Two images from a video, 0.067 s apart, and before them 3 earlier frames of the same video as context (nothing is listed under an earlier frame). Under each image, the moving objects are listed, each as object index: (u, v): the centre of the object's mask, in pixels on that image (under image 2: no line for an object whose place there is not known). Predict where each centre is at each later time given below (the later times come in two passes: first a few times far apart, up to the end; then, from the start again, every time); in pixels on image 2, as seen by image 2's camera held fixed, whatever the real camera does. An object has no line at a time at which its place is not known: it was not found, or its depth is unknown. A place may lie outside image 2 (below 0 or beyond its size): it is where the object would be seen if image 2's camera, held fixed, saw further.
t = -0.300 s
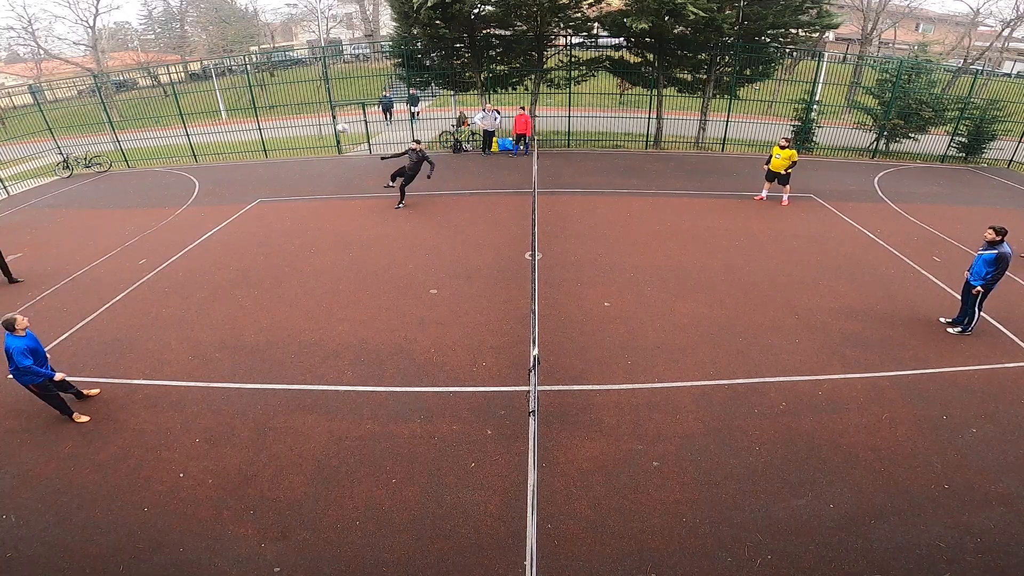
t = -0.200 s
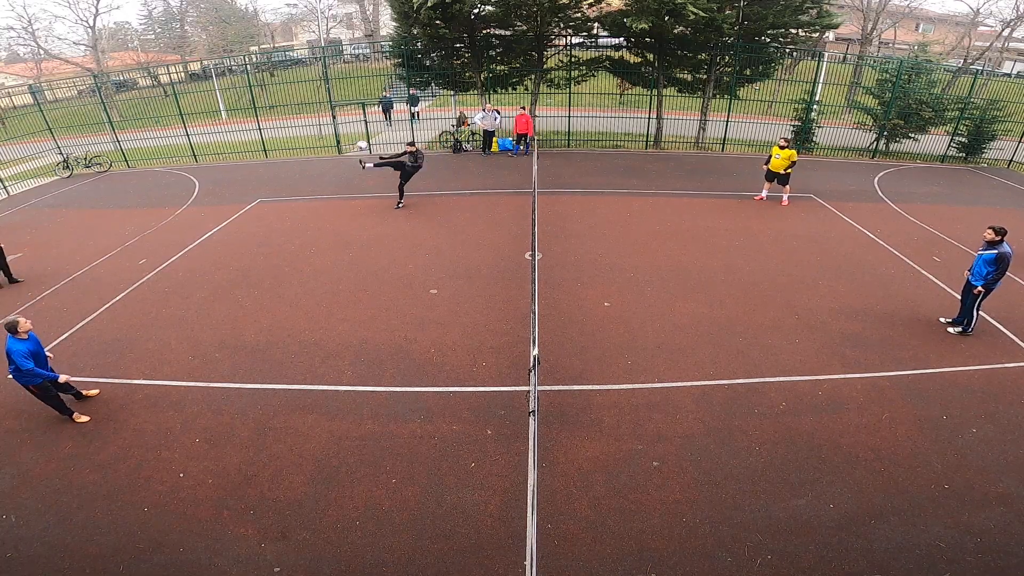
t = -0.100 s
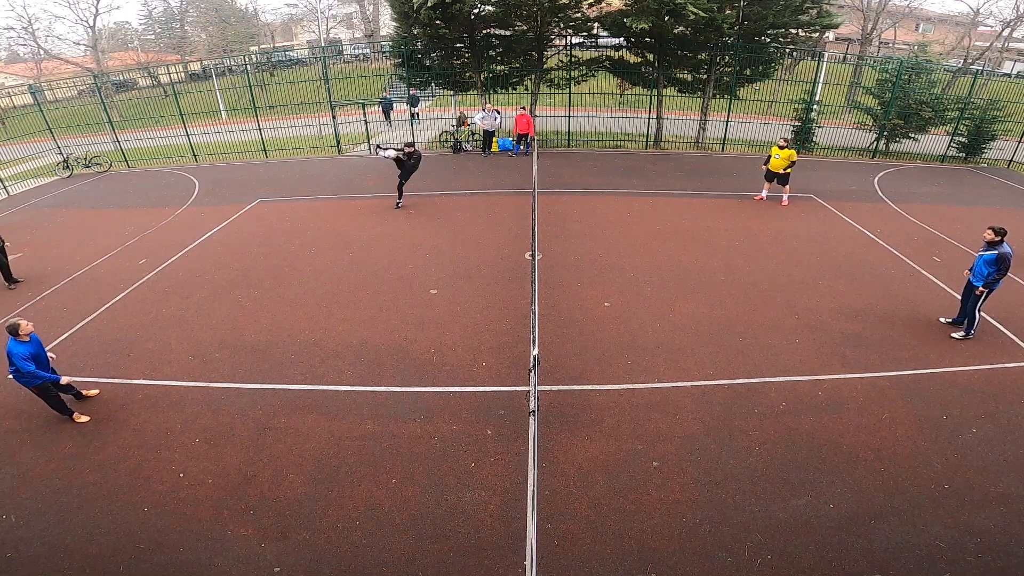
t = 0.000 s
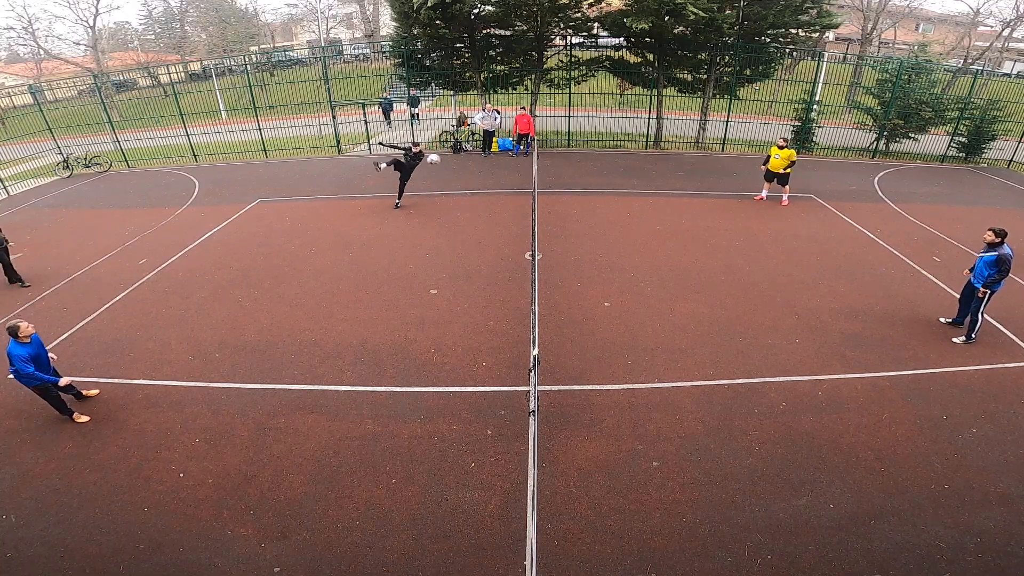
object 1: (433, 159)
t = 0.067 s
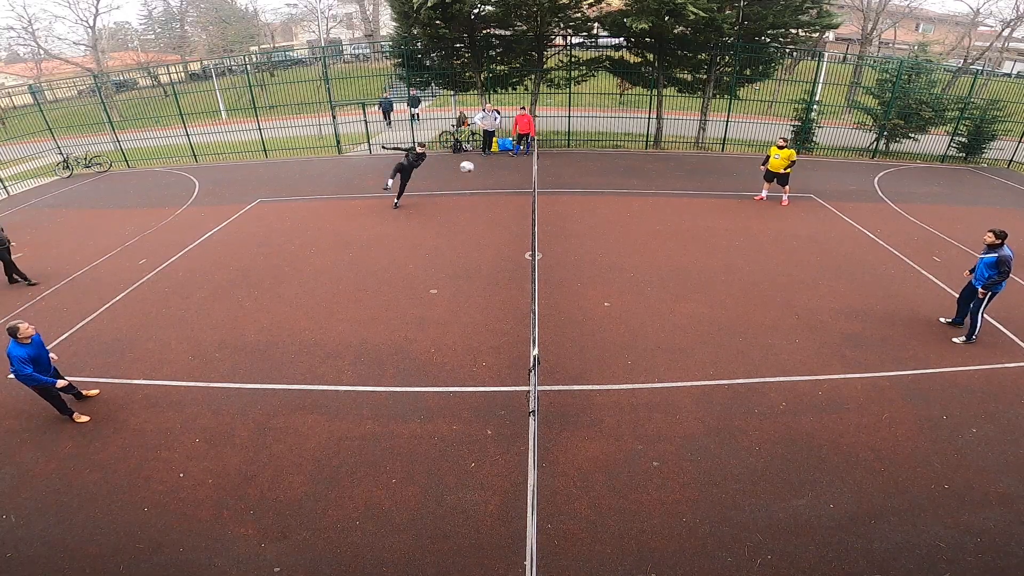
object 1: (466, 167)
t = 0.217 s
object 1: (554, 199)
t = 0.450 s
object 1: (718, 302)
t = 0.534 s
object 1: (777, 349)
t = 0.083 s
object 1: (475, 169)
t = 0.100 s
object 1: (484, 172)
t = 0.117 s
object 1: (493, 175)
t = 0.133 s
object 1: (503, 178)
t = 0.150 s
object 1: (513, 182)
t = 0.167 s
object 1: (523, 185)
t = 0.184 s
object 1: (532, 190)
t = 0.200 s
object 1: (543, 194)
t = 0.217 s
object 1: (554, 199)
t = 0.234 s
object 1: (565, 205)
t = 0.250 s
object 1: (575, 210)
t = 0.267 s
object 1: (587, 216)
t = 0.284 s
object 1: (598, 223)
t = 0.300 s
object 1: (609, 229)
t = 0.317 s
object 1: (621, 236)
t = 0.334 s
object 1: (633, 243)
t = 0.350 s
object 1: (645, 251)
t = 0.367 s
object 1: (657, 259)
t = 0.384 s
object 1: (669, 267)
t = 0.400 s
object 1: (681, 275)
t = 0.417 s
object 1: (693, 284)
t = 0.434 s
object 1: (706, 293)
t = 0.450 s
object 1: (718, 302)
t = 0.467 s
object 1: (730, 312)
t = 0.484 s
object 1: (742, 321)
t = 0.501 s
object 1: (754, 331)
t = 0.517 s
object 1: (766, 342)
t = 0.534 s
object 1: (777, 349)
